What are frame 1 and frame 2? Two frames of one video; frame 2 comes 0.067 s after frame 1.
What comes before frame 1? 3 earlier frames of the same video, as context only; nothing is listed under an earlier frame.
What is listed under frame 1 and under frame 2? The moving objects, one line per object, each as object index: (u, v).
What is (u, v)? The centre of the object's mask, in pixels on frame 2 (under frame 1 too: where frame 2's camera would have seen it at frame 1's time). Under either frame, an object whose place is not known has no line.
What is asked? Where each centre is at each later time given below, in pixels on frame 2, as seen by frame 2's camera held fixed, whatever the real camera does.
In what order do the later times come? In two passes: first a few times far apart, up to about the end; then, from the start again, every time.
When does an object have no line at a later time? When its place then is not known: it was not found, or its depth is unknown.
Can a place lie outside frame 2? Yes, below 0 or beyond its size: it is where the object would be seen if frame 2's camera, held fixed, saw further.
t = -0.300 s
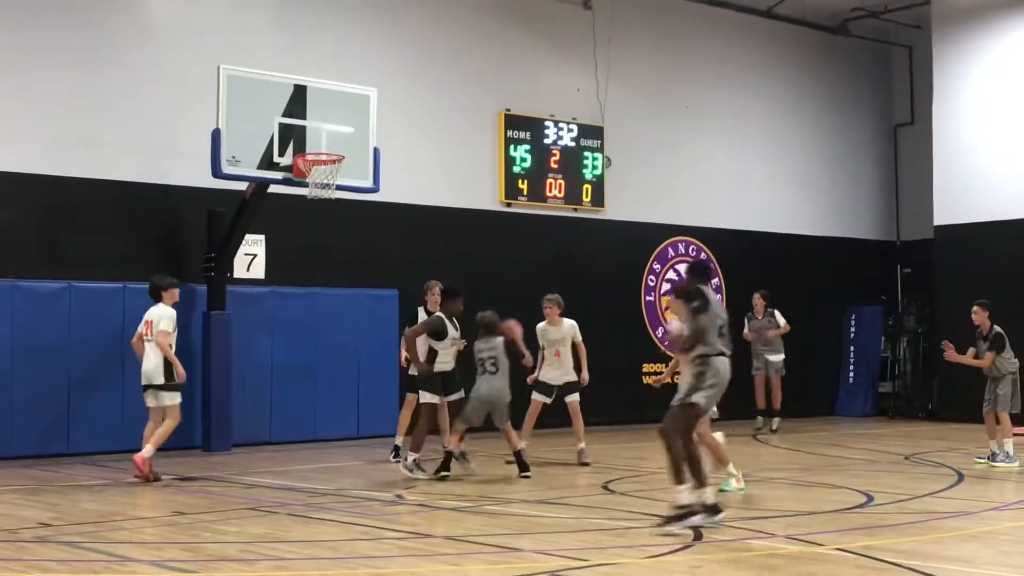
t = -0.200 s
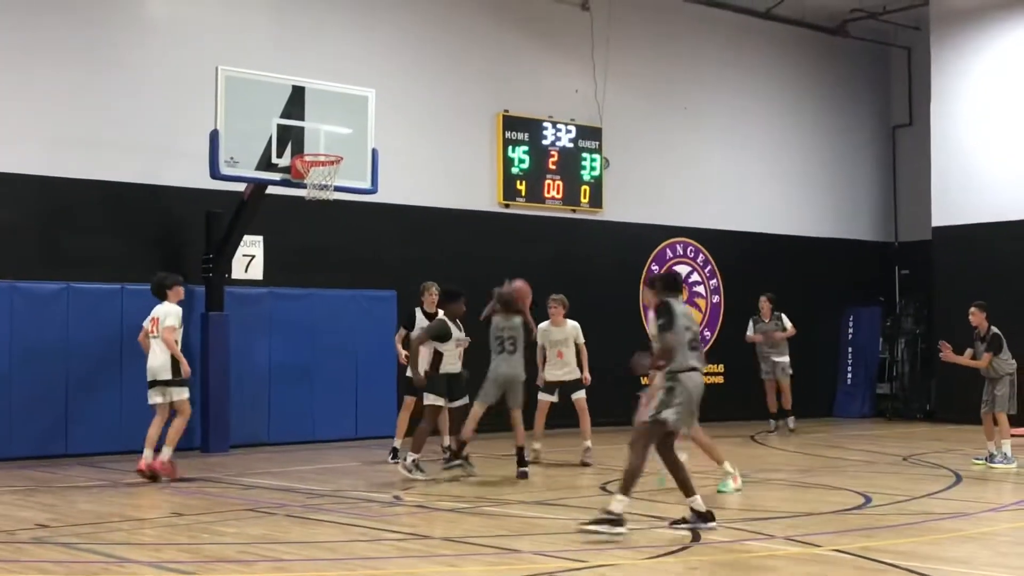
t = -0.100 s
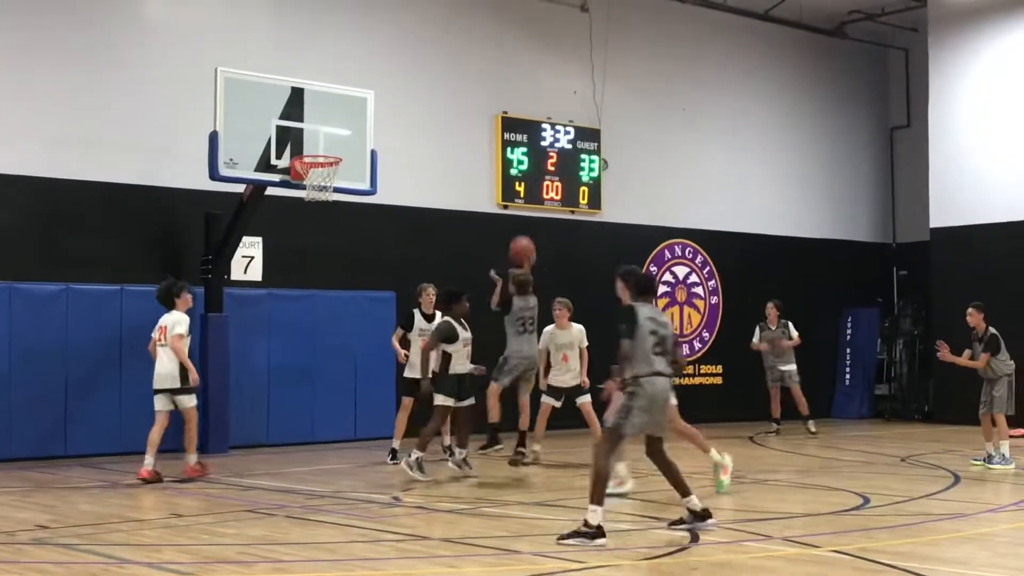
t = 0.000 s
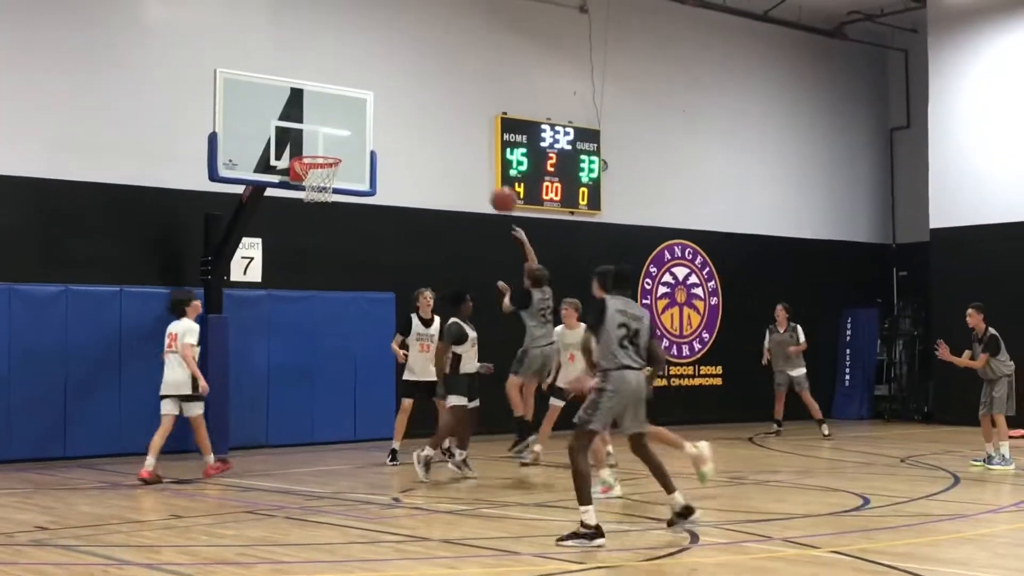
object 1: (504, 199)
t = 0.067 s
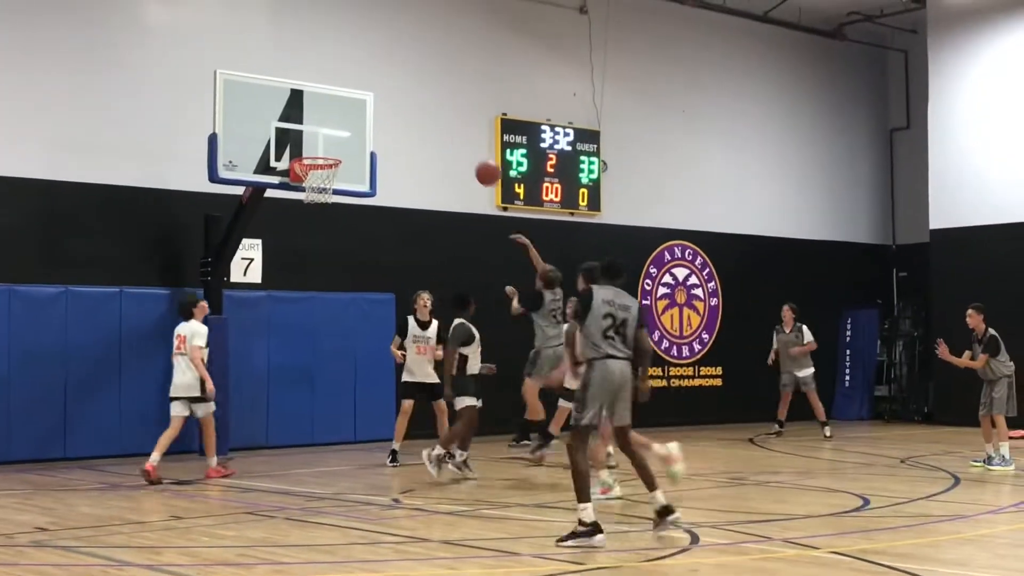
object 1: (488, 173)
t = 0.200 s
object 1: (457, 131)
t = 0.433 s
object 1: (408, 106)
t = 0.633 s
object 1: (368, 128)
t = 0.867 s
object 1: (386, 165)
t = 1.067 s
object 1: (451, 210)
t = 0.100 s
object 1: (480, 161)
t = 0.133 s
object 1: (473, 149)
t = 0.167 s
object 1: (465, 140)
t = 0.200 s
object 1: (457, 131)
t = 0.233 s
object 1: (450, 124)
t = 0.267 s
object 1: (443, 118)
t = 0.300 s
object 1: (436, 113)
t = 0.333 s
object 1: (429, 110)
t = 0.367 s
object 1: (422, 107)
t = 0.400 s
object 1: (415, 106)
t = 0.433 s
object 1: (408, 106)
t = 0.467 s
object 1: (401, 107)
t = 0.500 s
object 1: (395, 109)
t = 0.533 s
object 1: (388, 113)
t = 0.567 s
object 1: (381, 117)
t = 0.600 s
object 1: (375, 122)
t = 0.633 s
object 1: (368, 128)
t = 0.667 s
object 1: (362, 135)
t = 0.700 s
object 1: (356, 143)
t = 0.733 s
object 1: (350, 152)
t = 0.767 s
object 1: (353, 157)
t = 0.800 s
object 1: (364, 159)
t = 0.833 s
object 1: (375, 161)
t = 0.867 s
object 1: (386, 165)
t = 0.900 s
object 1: (397, 170)
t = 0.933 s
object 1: (407, 176)
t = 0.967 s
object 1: (418, 183)
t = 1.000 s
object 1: (429, 191)
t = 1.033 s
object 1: (440, 200)
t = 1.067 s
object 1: (451, 210)
